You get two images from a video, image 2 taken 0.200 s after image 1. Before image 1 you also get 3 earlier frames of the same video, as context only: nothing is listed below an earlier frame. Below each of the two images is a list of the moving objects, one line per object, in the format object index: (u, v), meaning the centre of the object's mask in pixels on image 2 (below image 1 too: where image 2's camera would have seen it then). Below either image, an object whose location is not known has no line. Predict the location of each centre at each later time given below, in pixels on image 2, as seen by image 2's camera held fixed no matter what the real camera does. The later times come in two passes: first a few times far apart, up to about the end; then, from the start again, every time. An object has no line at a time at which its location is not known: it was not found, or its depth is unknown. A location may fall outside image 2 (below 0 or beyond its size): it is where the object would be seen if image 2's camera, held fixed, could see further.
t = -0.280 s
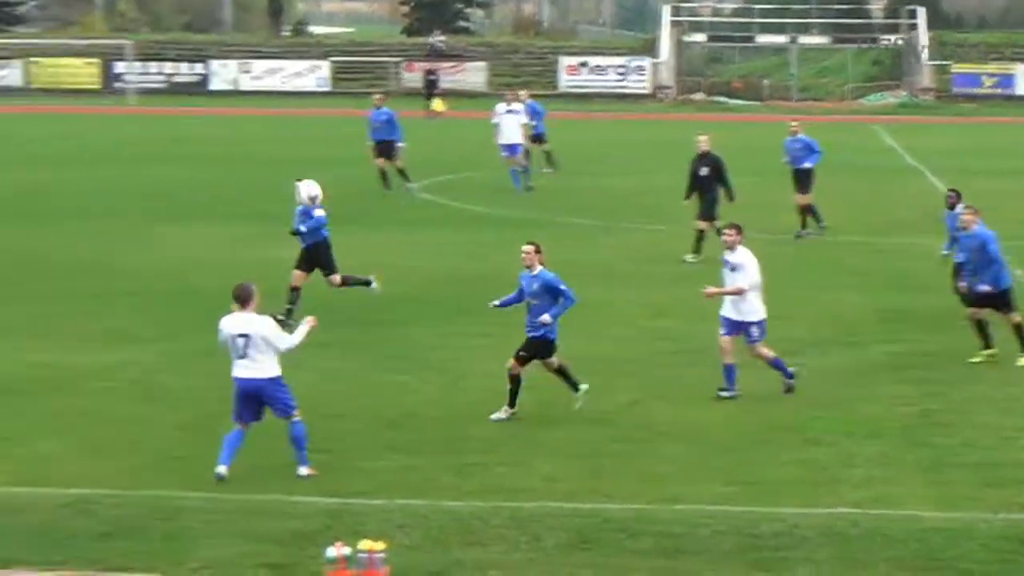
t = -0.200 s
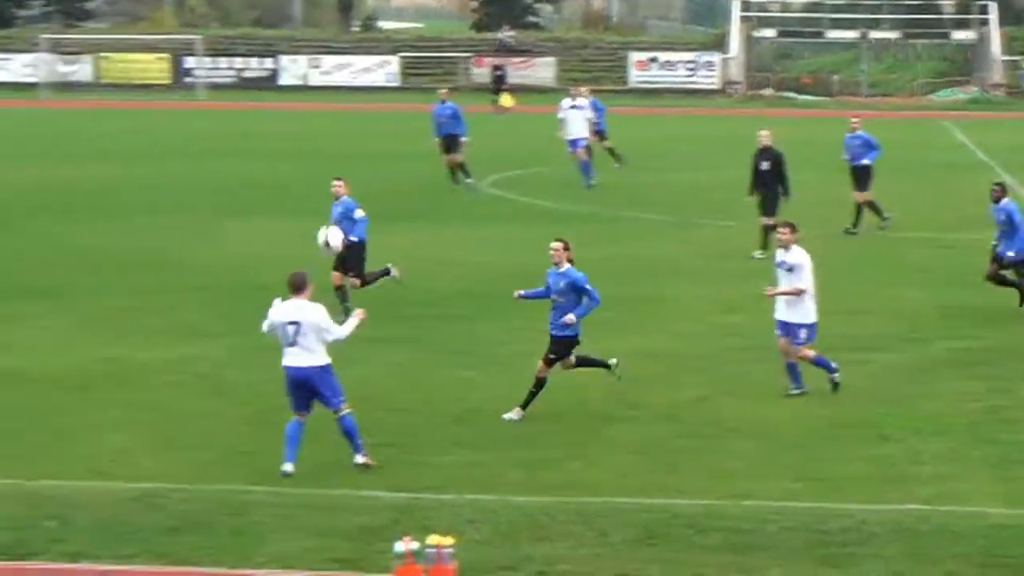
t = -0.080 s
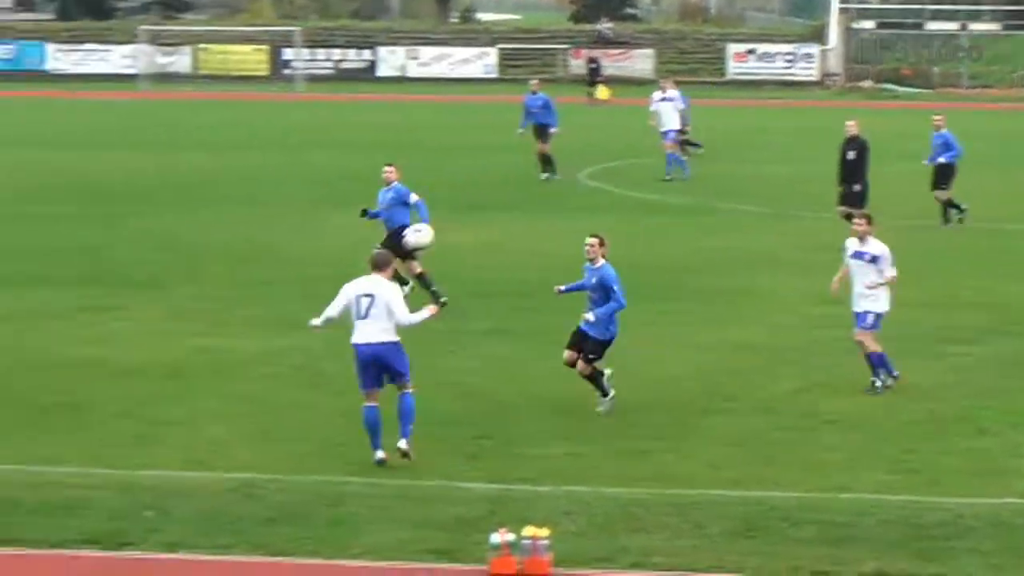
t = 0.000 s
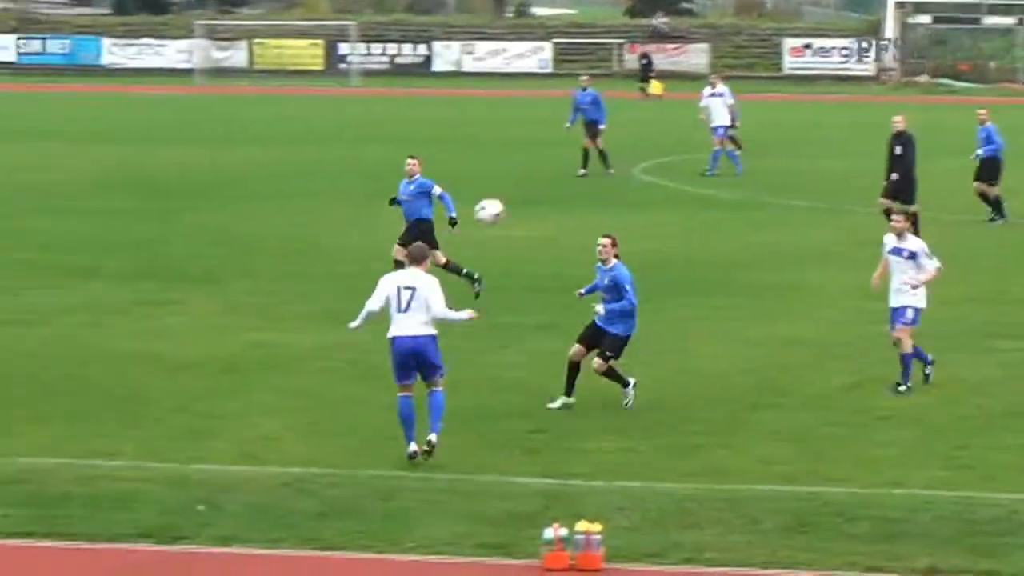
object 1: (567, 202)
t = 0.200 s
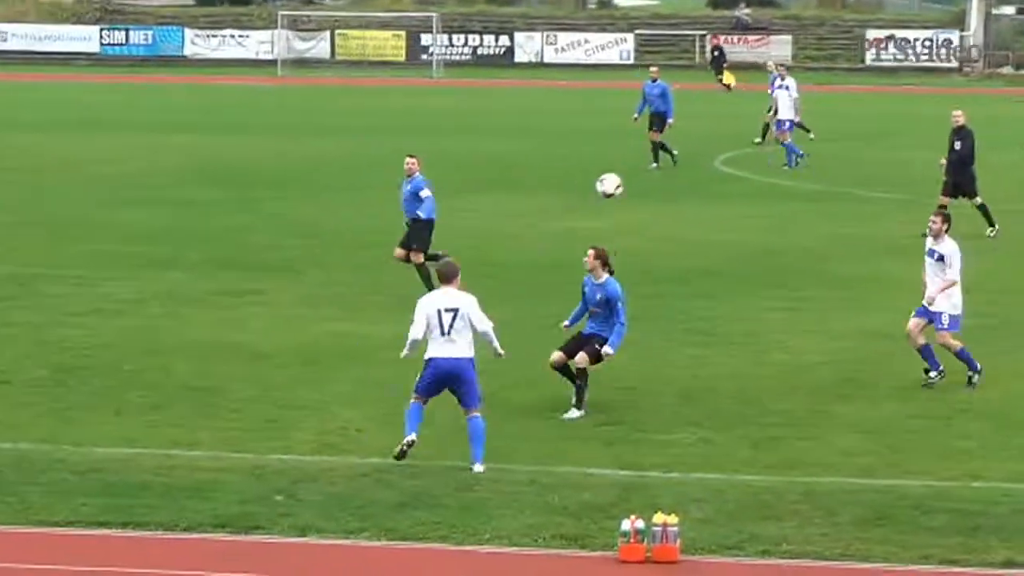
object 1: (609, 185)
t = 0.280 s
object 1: (624, 190)
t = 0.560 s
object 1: (671, 258)
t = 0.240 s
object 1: (617, 187)
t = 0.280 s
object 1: (624, 190)
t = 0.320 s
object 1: (631, 196)
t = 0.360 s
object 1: (638, 202)
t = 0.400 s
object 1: (644, 210)
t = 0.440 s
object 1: (651, 220)
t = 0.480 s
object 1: (657, 231)
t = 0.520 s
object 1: (664, 244)
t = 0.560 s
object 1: (671, 258)
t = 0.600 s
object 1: (678, 272)
